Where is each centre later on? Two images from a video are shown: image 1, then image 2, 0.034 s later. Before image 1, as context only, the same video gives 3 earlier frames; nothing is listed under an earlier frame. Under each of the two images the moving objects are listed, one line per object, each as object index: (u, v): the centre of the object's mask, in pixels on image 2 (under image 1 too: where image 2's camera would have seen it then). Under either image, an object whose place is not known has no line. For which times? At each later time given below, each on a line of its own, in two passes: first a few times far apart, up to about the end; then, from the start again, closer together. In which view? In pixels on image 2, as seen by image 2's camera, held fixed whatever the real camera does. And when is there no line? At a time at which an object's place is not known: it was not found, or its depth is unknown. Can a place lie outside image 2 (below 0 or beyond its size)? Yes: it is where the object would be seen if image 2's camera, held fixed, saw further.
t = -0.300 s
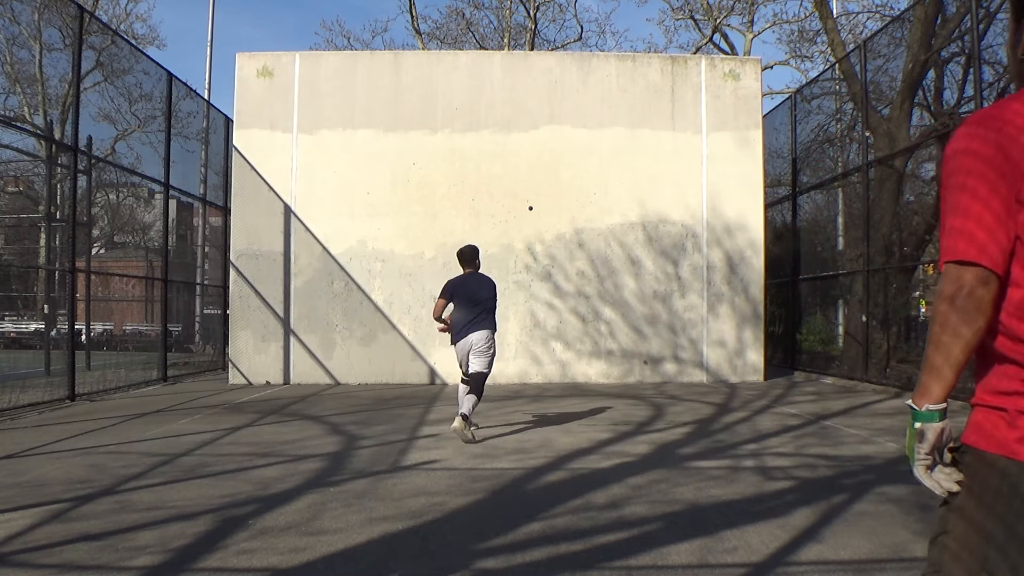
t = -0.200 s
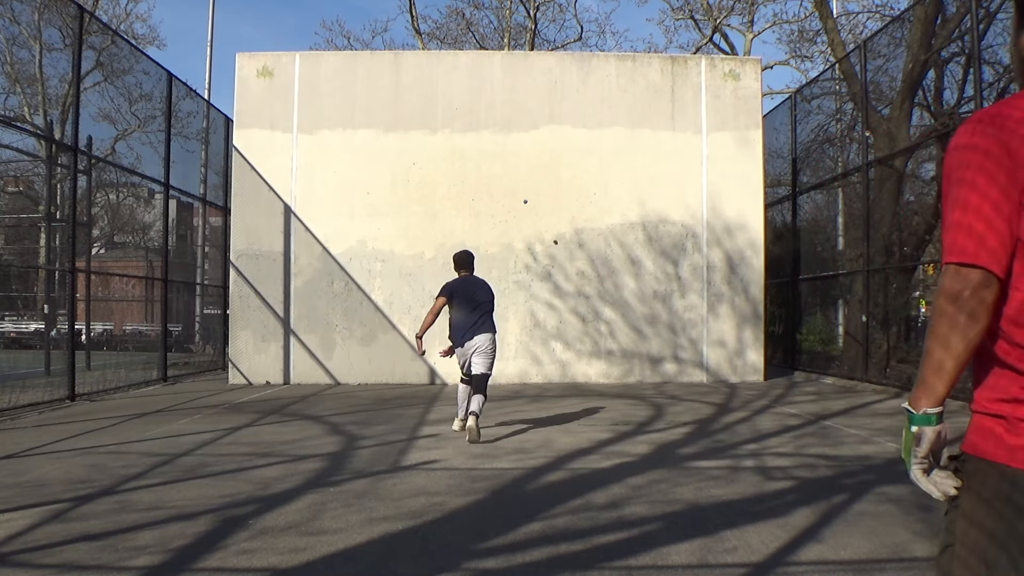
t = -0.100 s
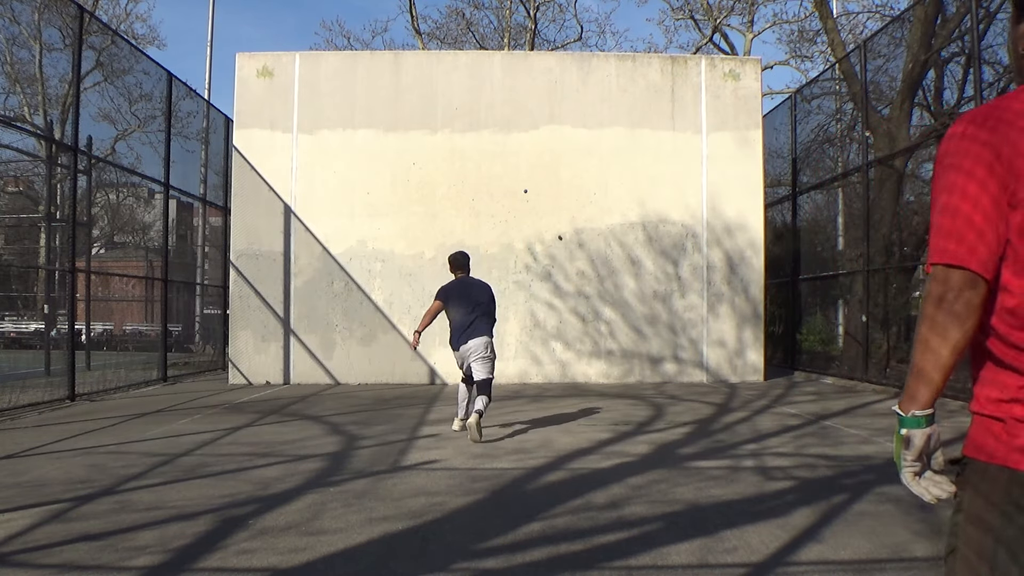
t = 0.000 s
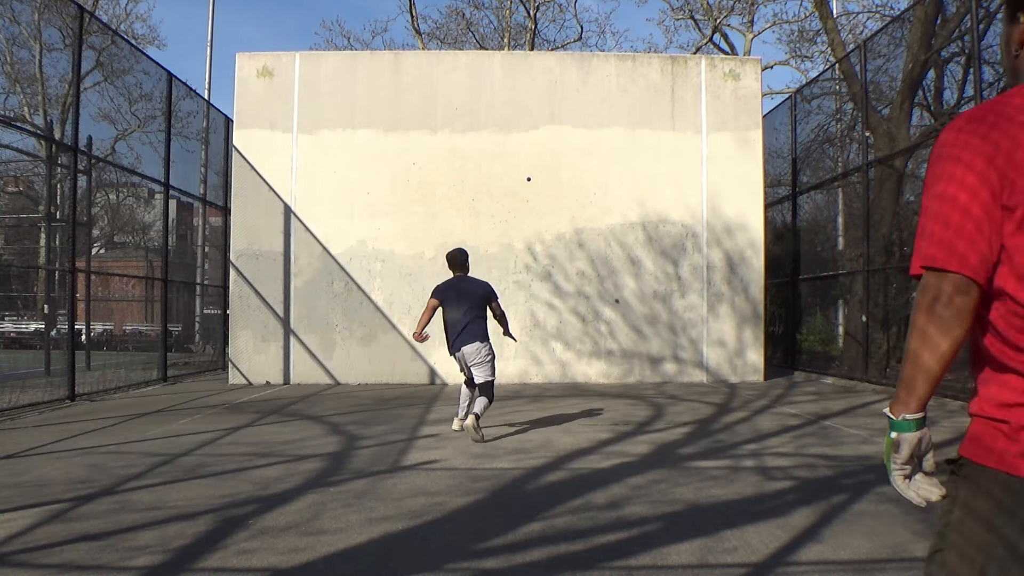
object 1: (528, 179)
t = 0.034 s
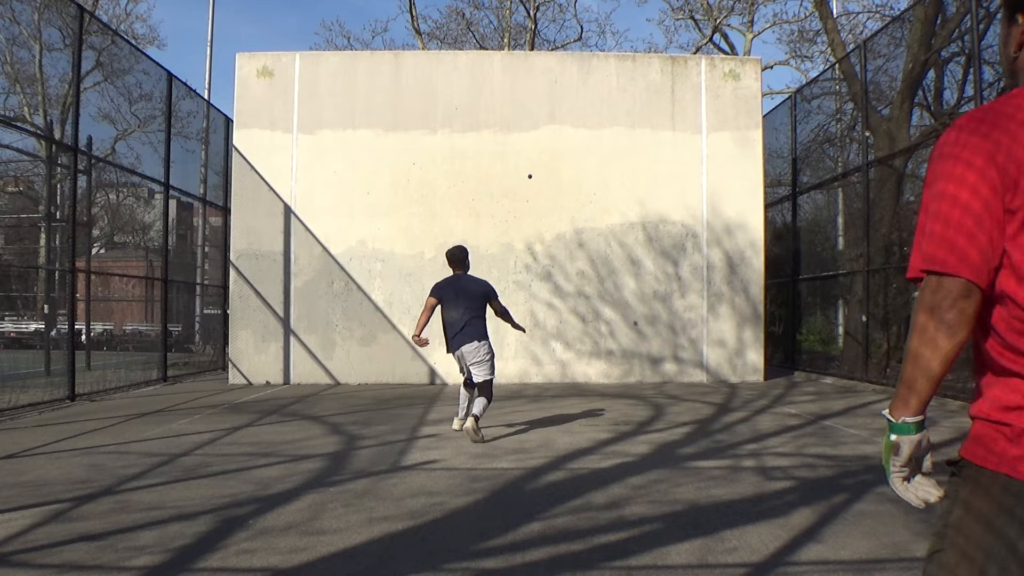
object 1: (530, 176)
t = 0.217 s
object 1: (537, 176)
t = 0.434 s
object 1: (552, 231)
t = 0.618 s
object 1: (576, 392)
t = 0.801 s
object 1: (610, 470)
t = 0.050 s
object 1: (530, 175)
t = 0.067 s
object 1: (531, 174)
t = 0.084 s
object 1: (531, 173)
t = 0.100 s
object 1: (532, 173)
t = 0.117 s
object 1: (533, 172)
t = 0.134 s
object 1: (533, 172)
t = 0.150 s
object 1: (534, 172)
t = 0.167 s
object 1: (535, 173)
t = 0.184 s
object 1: (536, 174)
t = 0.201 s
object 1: (536, 174)
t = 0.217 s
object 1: (537, 176)
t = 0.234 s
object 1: (538, 177)
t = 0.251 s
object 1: (539, 179)
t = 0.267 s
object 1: (540, 181)
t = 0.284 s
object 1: (541, 184)
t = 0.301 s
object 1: (542, 187)
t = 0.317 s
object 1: (543, 191)
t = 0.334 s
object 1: (544, 195)
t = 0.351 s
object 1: (545, 199)
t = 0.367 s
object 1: (546, 204)
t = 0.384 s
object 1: (548, 210)
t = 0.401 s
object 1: (549, 216)
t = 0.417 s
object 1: (550, 223)
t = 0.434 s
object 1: (552, 231)
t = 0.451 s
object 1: (554, 240)
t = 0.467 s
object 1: (555, 249)
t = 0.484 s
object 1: (557, 260)
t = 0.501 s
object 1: (559, 271)
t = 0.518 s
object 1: (561, 284)
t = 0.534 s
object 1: (563, 298)
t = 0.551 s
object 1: (565, 313)
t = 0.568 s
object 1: (567, 330)
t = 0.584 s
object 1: (570, 349)
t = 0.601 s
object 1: (573, 369)
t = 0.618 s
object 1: (576, 392)
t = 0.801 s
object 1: (610, 470)
